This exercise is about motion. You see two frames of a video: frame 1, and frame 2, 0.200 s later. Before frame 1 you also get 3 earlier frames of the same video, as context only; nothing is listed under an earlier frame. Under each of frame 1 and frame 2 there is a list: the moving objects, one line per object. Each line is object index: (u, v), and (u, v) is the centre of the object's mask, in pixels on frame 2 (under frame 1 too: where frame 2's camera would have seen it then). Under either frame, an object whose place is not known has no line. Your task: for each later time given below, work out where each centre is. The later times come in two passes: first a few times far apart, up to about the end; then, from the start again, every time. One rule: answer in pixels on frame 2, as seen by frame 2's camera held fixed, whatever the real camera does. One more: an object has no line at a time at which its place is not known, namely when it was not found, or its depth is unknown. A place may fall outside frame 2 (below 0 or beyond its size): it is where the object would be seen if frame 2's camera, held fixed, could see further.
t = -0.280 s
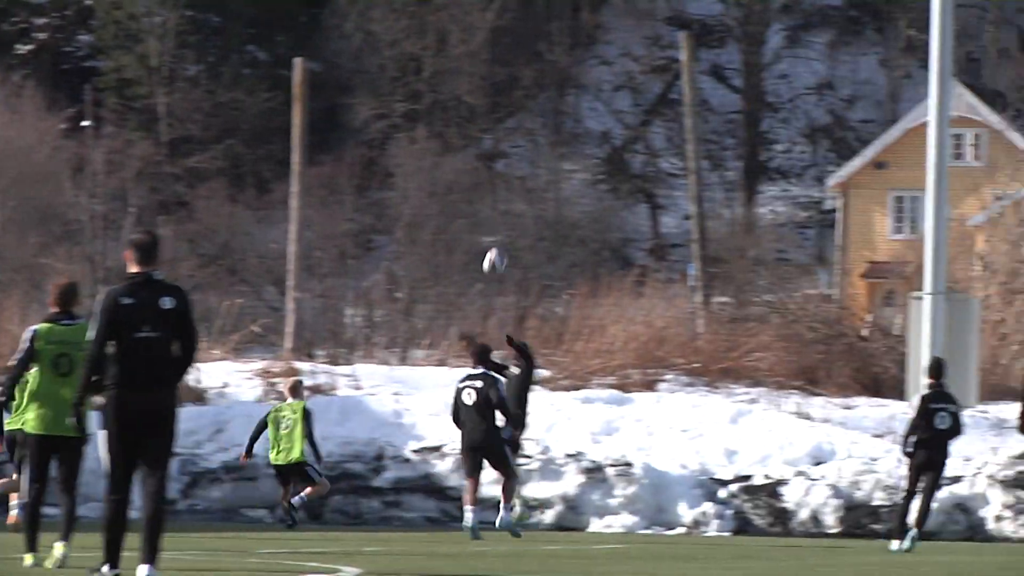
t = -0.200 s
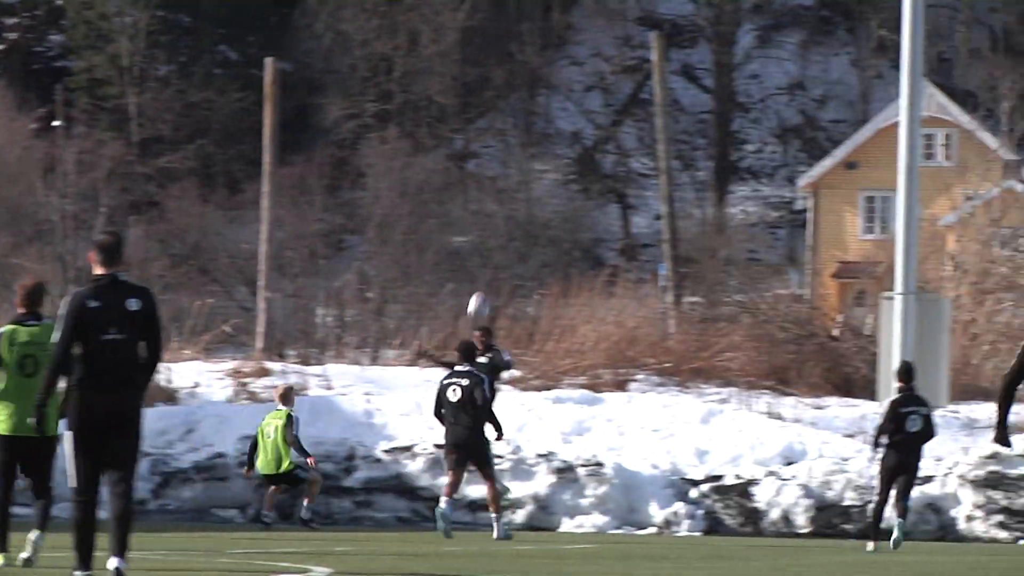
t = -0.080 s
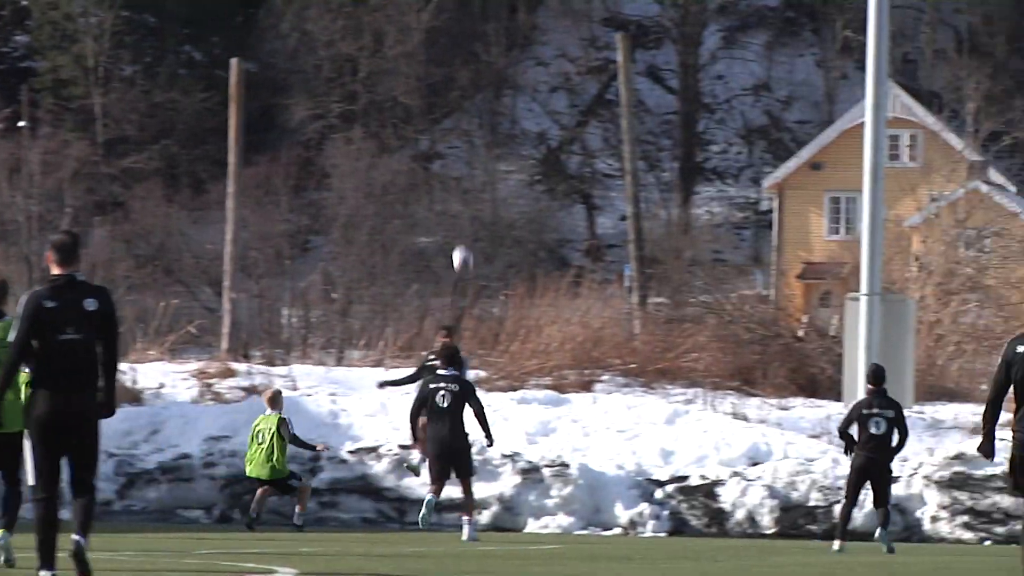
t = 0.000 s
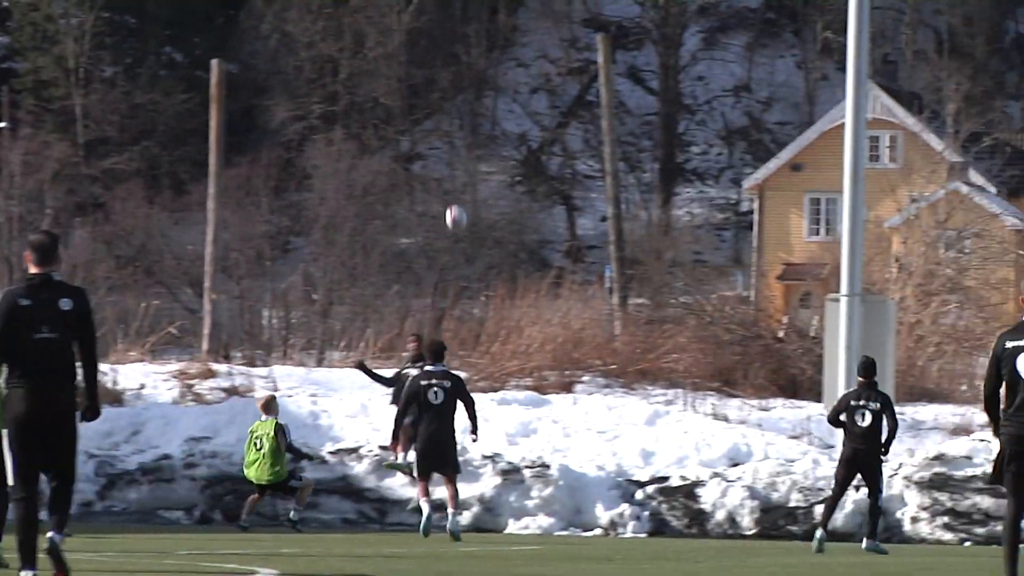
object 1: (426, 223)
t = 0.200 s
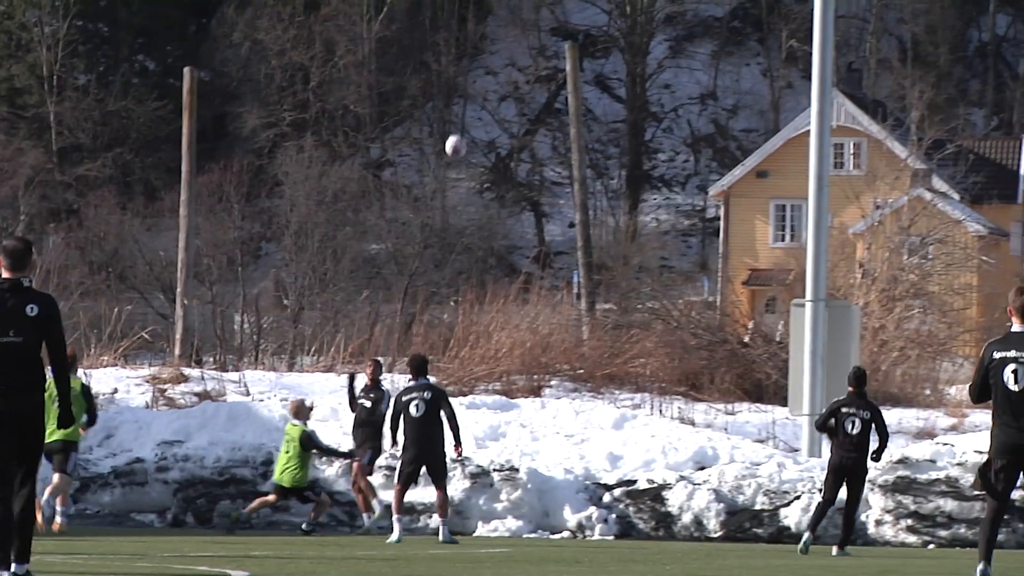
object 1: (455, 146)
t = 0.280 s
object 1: (467, 125)
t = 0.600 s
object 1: (516, 106)
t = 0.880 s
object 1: (553, 166)
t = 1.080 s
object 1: (579, 252)
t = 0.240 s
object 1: (461, 135)
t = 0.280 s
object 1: (467, 125)
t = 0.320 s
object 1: (473, 118)
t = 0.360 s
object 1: (479, 112)
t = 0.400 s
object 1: (485, 107)
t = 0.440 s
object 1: (491, 104)
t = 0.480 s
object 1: (497, 102)
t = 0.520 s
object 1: (504, 101)
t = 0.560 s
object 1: (510, 103)
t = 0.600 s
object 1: (516, 106)
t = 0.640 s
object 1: (522, 110)
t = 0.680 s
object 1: (527, 116)
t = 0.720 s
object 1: (532, 123)
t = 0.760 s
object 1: (538, 131)
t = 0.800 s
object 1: (543, 141)
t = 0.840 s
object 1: (550, 155)
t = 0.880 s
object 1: (553, 166)
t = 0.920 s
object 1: (556, 178)
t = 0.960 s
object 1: (561, 196)
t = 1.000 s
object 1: (566, 210)
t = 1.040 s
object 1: (573, 231)
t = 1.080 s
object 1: (579, 252)
